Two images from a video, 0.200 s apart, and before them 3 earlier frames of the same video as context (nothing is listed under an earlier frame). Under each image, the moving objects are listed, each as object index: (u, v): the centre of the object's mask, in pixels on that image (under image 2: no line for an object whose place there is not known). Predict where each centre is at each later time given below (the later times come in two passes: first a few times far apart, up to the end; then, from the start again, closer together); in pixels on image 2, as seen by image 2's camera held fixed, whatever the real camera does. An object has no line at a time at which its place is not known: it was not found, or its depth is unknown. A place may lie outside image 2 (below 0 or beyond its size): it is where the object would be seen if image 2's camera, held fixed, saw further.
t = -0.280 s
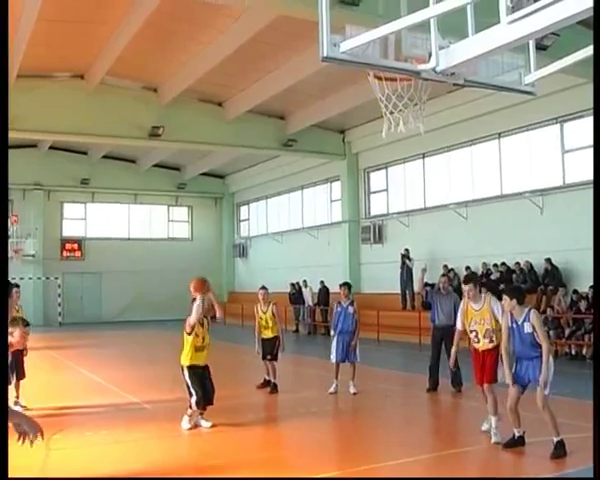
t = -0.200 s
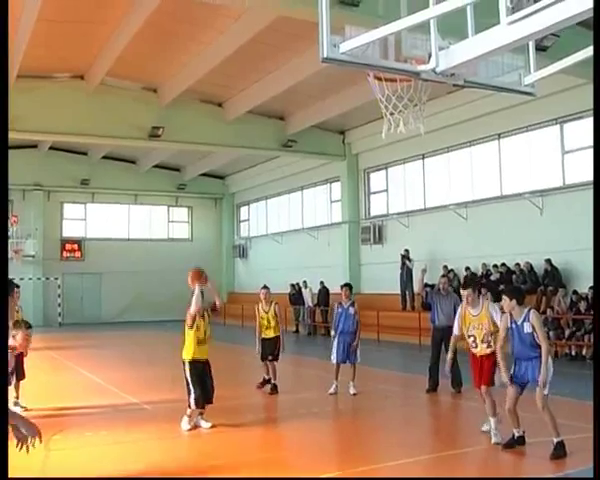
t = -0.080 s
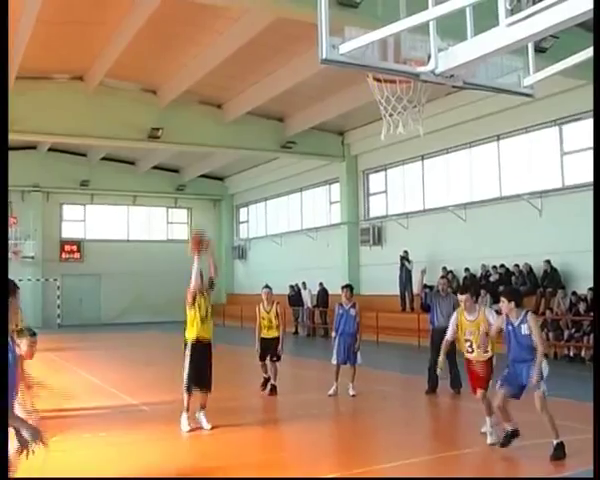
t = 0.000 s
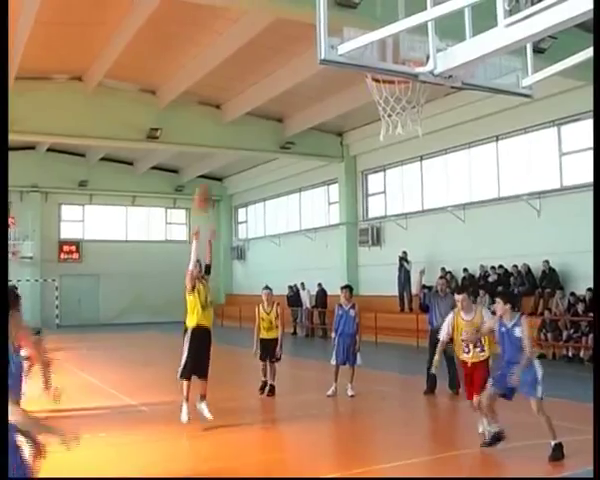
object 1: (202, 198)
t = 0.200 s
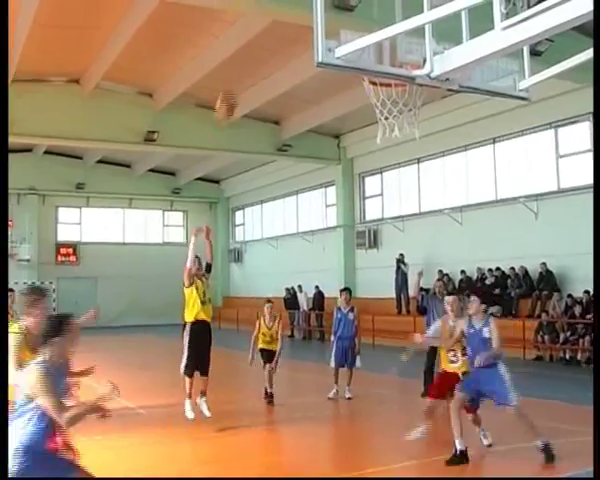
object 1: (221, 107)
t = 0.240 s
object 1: (227, 88)
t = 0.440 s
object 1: (259, 20)
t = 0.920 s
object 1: (361, 12)
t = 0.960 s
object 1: (372, 23)
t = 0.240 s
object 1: (227, 88)
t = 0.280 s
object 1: (232, 74)
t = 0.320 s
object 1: (238, 60)
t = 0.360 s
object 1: (245, 44)
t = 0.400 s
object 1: (251, 35)
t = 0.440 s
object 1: (259, 20)
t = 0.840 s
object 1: (340, 2)
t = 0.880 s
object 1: (351, 5)
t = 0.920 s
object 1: (361, 12)
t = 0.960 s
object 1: (372, 23)
